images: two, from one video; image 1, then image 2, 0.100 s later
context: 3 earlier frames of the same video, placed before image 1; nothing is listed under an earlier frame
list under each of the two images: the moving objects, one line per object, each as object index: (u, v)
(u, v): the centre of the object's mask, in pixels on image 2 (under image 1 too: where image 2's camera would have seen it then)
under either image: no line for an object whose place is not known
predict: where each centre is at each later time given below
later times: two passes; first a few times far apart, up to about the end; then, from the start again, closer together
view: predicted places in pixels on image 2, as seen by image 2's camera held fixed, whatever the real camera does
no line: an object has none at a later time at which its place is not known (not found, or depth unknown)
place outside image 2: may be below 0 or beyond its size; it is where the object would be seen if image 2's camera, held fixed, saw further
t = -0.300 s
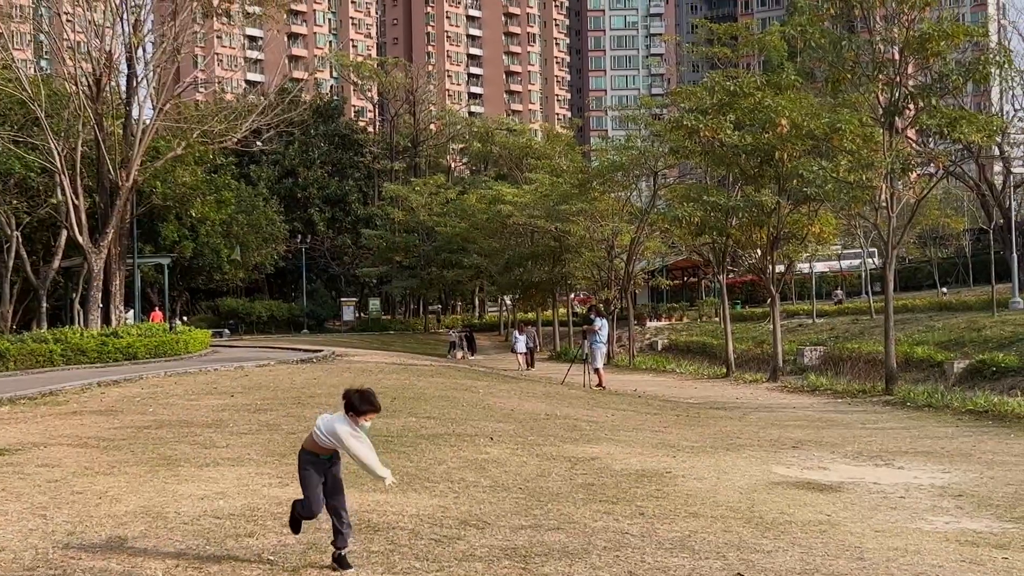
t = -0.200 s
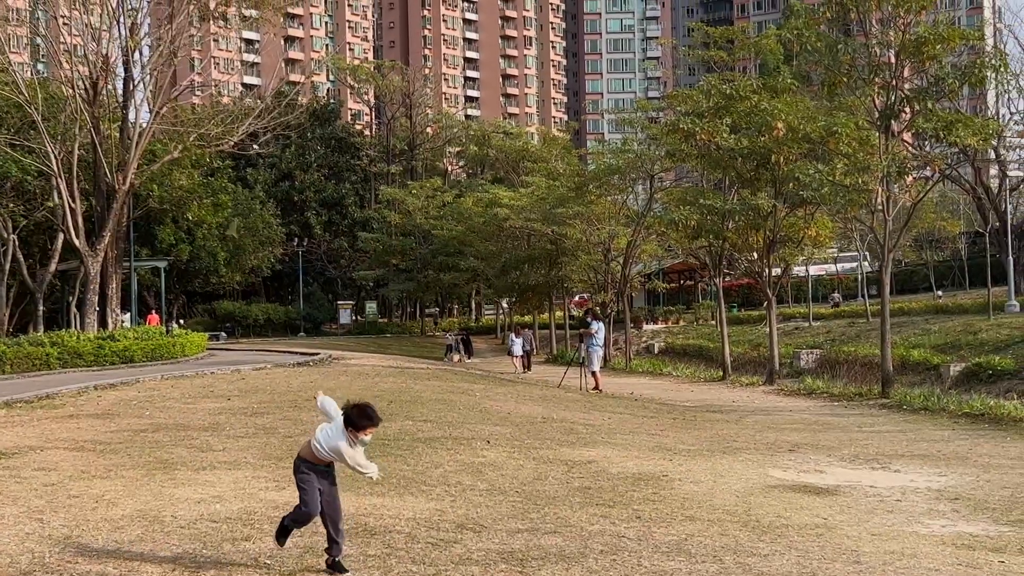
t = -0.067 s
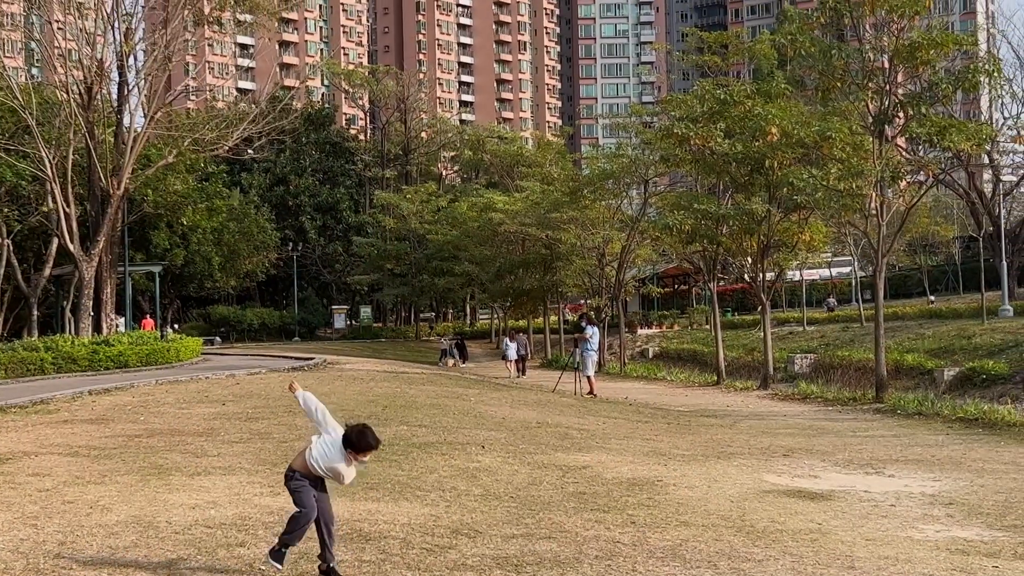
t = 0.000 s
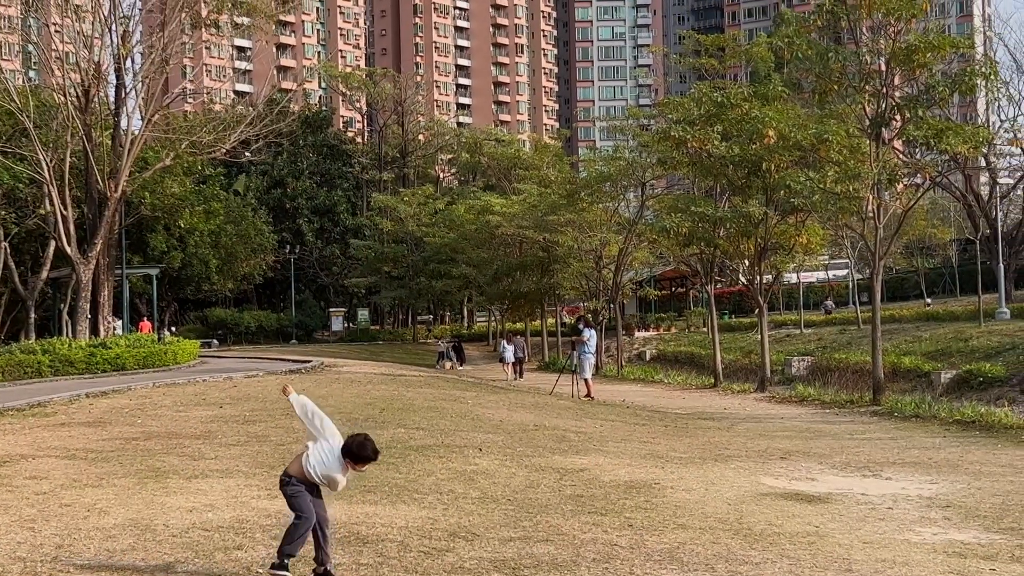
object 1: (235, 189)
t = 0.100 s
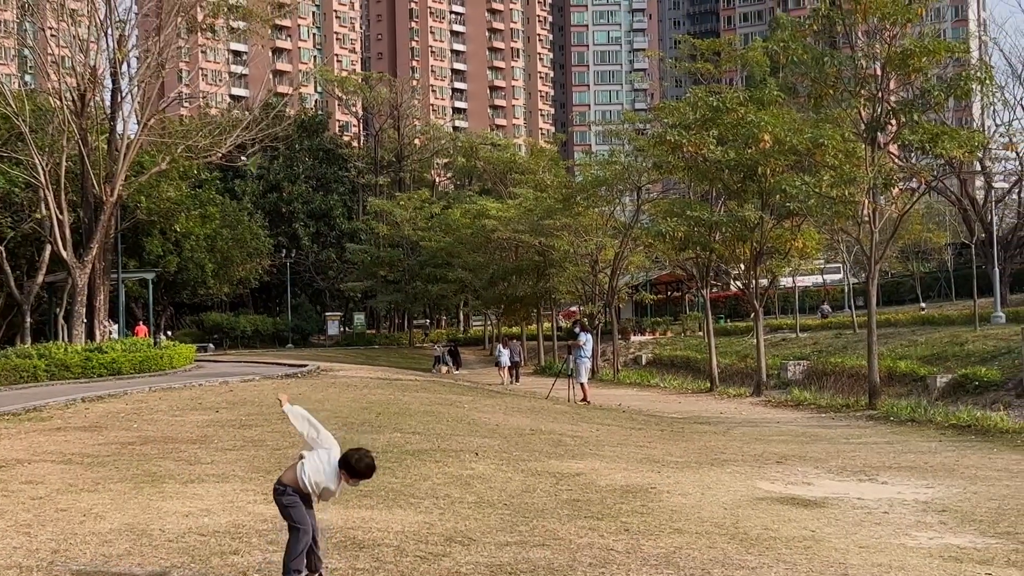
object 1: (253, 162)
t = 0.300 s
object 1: (311, 122)
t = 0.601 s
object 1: (457, 86)
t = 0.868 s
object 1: (671, 95)
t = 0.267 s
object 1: (297, 127)
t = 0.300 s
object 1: (311, 122)
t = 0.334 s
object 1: (322, 117)
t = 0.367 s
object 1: (333, 111)
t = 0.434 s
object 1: (361, 101)
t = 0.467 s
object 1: (378, 97)
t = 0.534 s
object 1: (416, 91)
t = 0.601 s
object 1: (457, 86)
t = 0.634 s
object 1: (478, 85)
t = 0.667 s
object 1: (499, 85)
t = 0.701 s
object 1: (524, 86)
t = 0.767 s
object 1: (575, 89)
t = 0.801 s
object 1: (605, 91)
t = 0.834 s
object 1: (638, 93)
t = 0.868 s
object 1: (671, 95)
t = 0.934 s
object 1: (744, 104)
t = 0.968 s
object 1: (784, 110)
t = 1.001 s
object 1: (827, 116)
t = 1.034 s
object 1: (873, 124)
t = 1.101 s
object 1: (976, 142)
